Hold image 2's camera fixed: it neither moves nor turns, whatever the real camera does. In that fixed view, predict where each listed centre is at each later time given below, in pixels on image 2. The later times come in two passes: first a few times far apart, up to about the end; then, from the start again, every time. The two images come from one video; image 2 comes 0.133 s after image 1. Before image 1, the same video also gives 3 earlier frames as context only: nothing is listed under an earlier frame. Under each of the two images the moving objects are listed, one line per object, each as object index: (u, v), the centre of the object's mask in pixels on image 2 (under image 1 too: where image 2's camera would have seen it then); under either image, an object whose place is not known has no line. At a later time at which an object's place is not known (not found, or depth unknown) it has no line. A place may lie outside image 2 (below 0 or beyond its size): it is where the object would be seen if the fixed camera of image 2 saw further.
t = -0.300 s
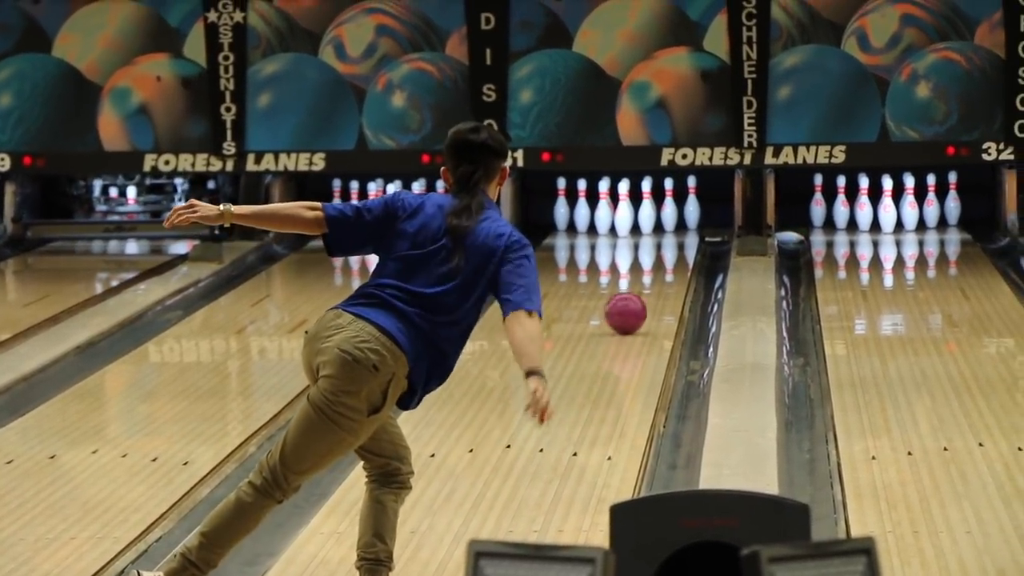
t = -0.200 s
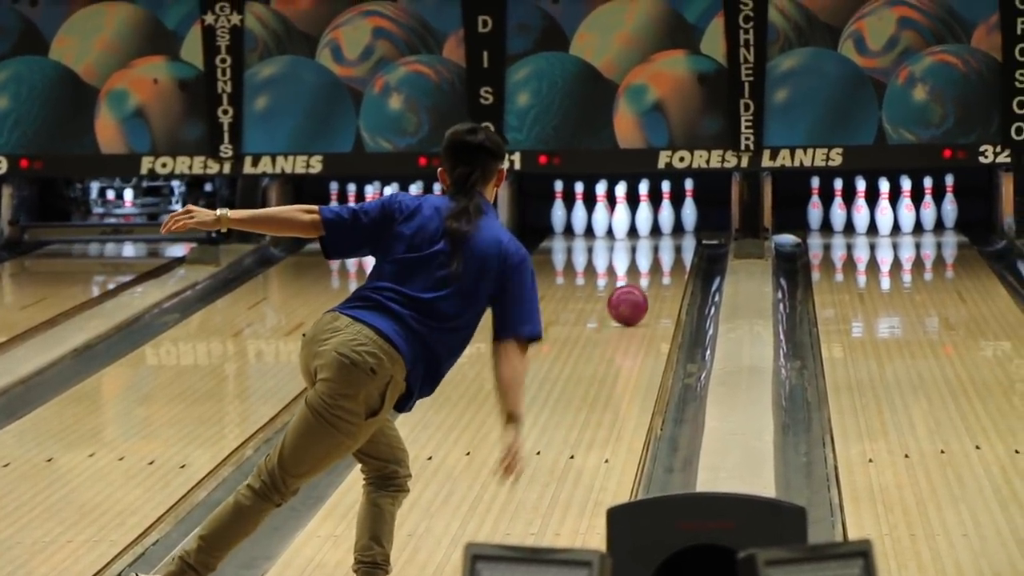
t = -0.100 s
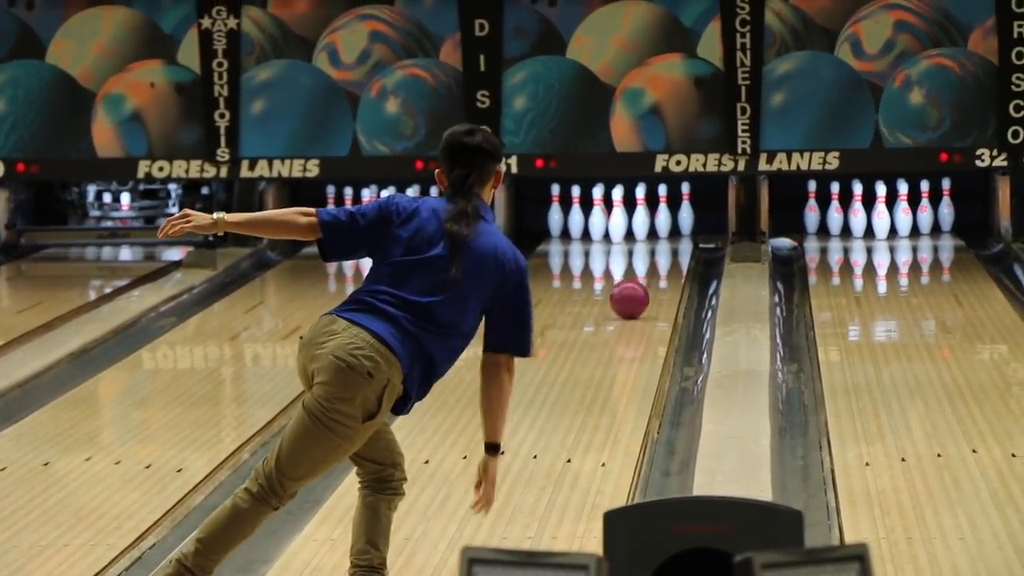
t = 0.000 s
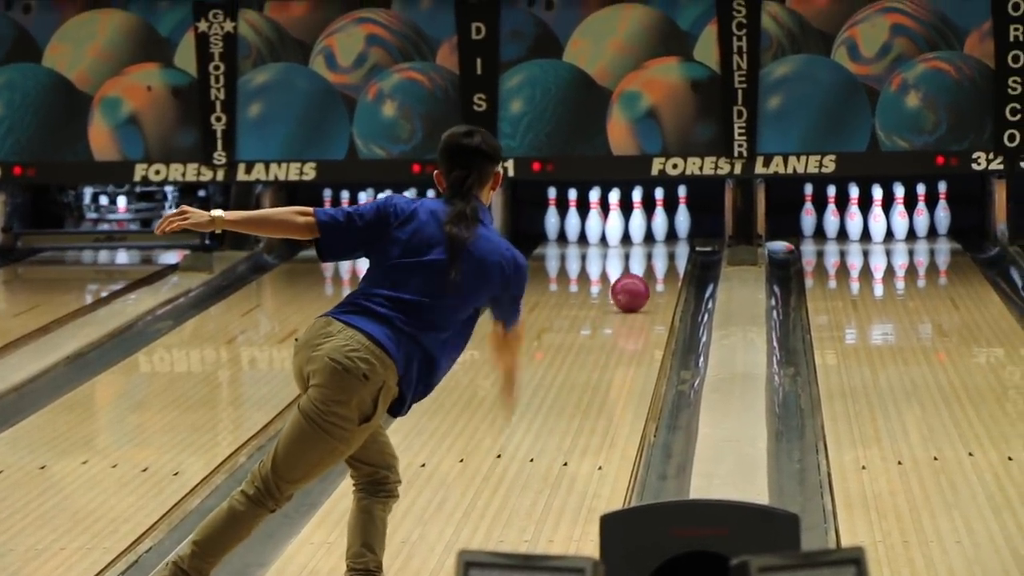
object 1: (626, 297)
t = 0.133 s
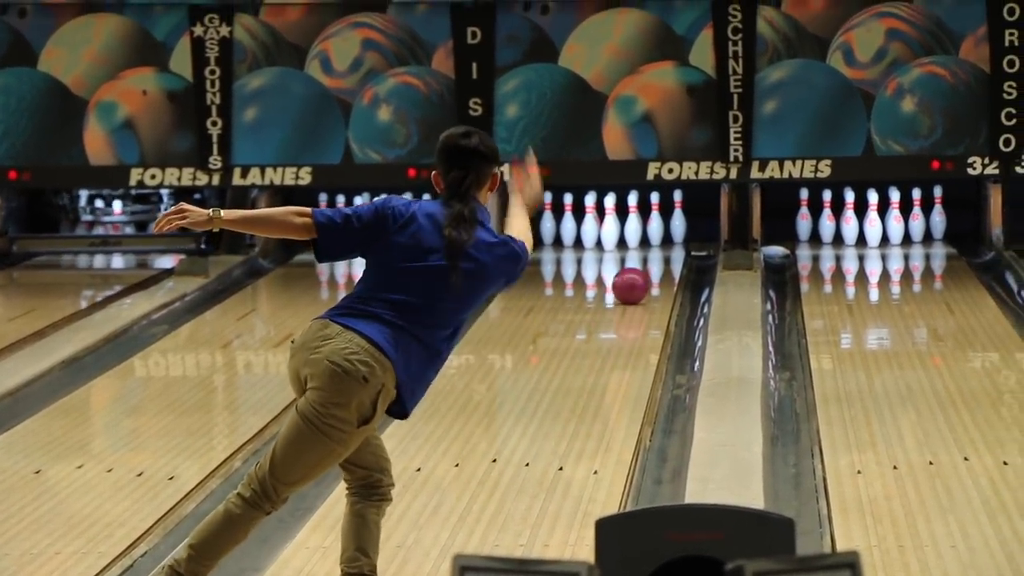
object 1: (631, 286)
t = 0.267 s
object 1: (632, 276)
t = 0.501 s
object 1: (630, 261)
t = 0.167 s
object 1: (631, 283)
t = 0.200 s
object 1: (631, 281)
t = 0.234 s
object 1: (632, 278)
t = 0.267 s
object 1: (632, 276)
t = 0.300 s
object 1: (632, 273)
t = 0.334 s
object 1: (632, 271)
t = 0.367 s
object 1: (632, 269)
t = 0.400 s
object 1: (632, 267)
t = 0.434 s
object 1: (632, 265)
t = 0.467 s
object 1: (631, 263)
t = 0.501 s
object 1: (630, 261)
